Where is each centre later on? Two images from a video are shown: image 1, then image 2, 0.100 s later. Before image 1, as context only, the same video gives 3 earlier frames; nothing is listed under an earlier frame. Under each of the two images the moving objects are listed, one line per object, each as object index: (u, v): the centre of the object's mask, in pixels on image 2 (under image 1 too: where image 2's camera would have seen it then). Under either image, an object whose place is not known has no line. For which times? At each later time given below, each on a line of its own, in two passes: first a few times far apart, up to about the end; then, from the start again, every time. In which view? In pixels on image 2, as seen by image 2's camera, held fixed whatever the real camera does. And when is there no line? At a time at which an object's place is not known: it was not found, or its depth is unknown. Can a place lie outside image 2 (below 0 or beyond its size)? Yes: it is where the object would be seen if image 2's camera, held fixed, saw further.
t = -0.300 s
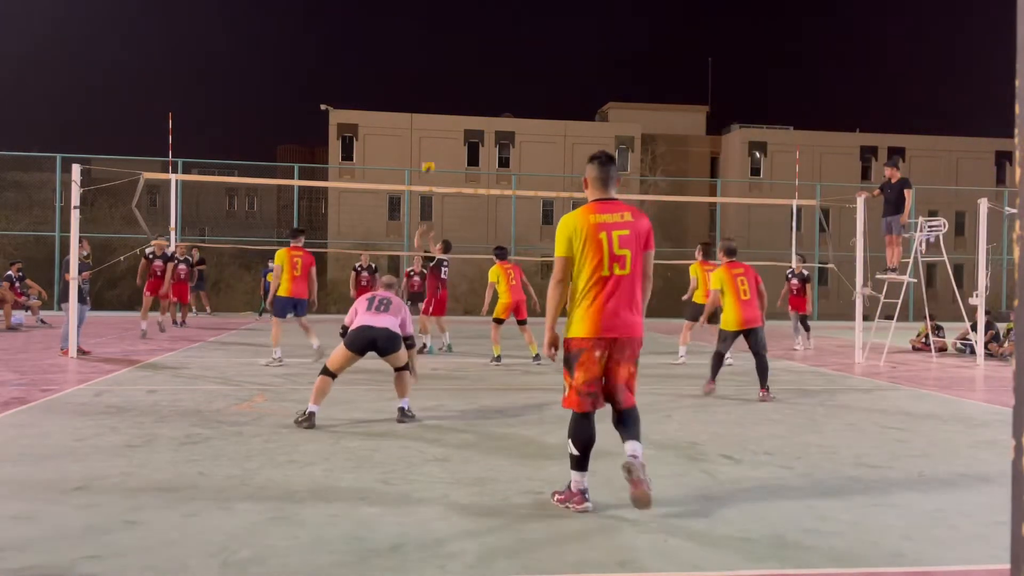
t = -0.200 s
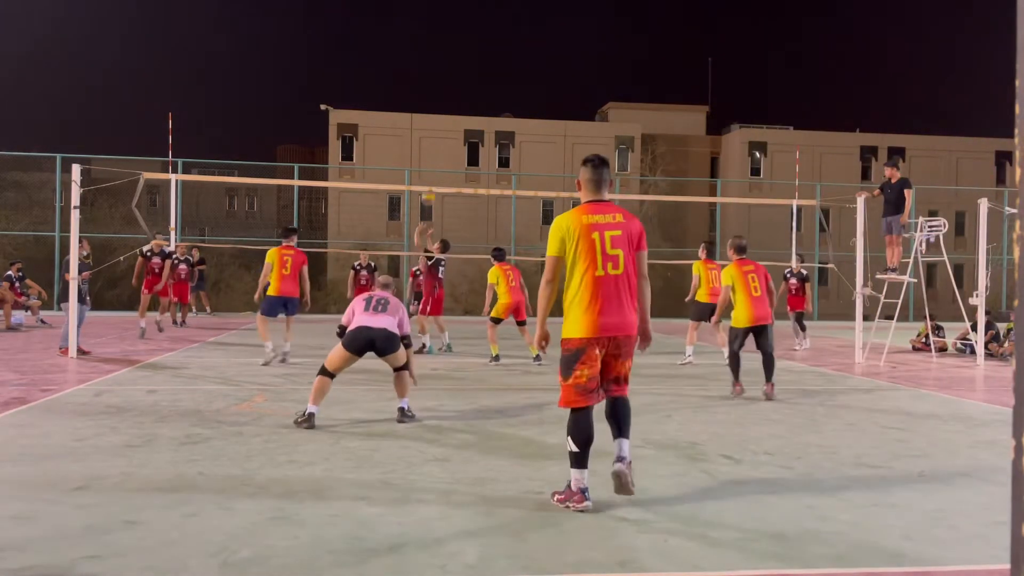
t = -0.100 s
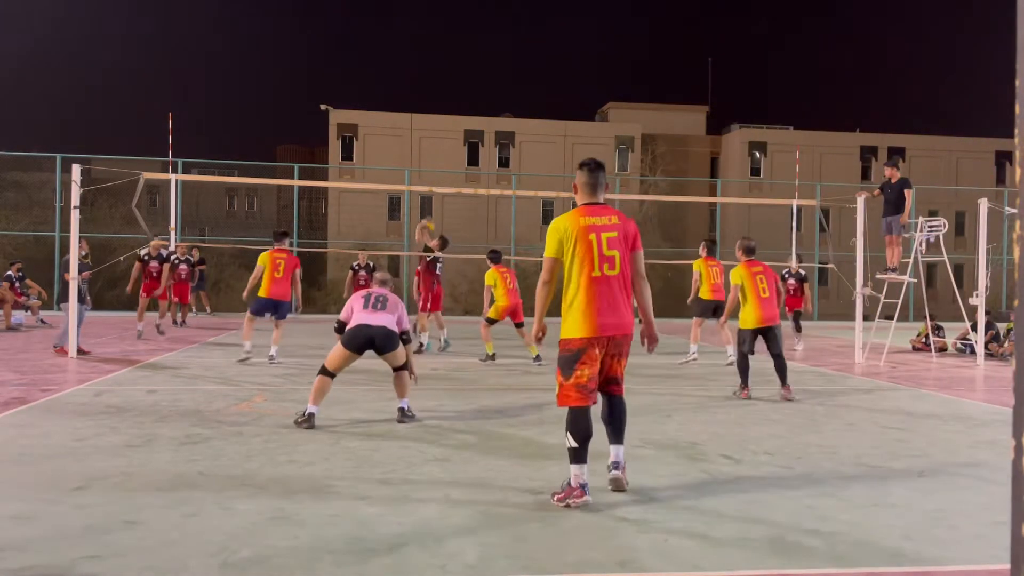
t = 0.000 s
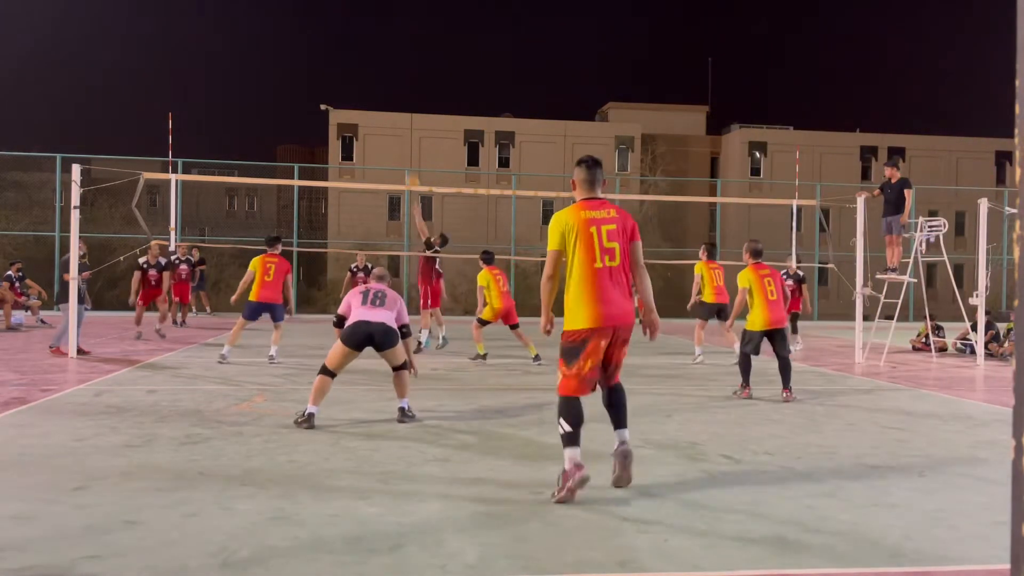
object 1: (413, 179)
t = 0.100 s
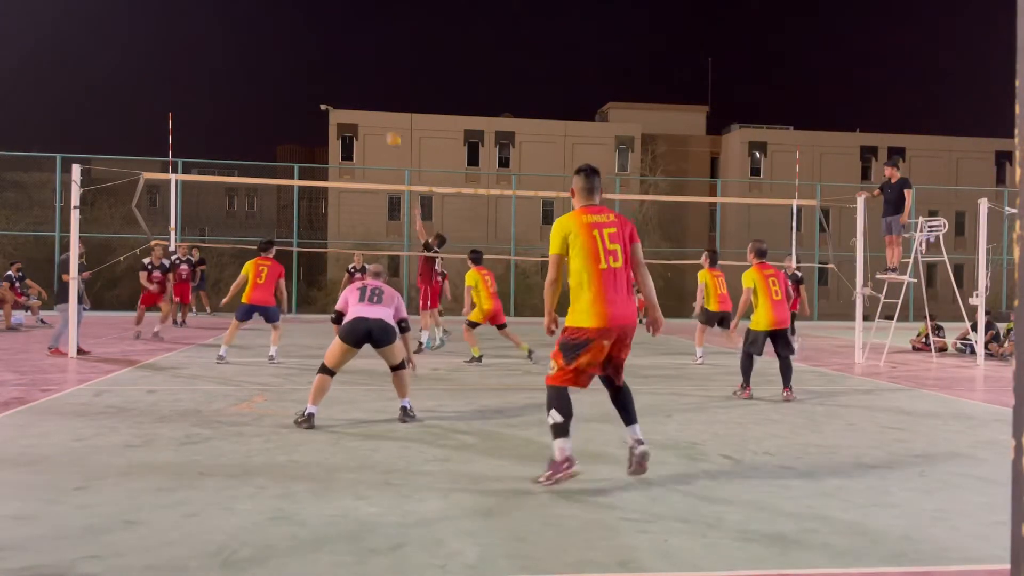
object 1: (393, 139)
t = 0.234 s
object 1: (368, 96)
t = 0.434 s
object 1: (331, 52)
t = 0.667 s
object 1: (287, 34)
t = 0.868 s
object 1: (248, 49)
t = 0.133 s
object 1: (387, 127)
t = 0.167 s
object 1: (381, 114)
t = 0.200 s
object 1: (374, 104)
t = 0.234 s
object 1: (368, 96)
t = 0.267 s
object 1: (362, 87)
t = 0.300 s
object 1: (356, 78)
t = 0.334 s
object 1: (350, 71)
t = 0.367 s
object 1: (343, 63)
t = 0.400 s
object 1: (337, 57)
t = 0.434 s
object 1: (331, 52)
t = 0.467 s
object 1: (325, 47)
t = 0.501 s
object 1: (318, 43)
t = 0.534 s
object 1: (312, 40)
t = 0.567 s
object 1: (306, 38)
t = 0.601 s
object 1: (300, 36)
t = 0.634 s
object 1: (293, 35)
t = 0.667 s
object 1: (287, 34)
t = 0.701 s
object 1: (280, 35)
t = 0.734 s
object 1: (274, 36)
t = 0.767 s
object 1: (267, 38)
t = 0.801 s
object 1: (261, 41)
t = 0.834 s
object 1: (255, 44)
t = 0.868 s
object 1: (248, 49)
